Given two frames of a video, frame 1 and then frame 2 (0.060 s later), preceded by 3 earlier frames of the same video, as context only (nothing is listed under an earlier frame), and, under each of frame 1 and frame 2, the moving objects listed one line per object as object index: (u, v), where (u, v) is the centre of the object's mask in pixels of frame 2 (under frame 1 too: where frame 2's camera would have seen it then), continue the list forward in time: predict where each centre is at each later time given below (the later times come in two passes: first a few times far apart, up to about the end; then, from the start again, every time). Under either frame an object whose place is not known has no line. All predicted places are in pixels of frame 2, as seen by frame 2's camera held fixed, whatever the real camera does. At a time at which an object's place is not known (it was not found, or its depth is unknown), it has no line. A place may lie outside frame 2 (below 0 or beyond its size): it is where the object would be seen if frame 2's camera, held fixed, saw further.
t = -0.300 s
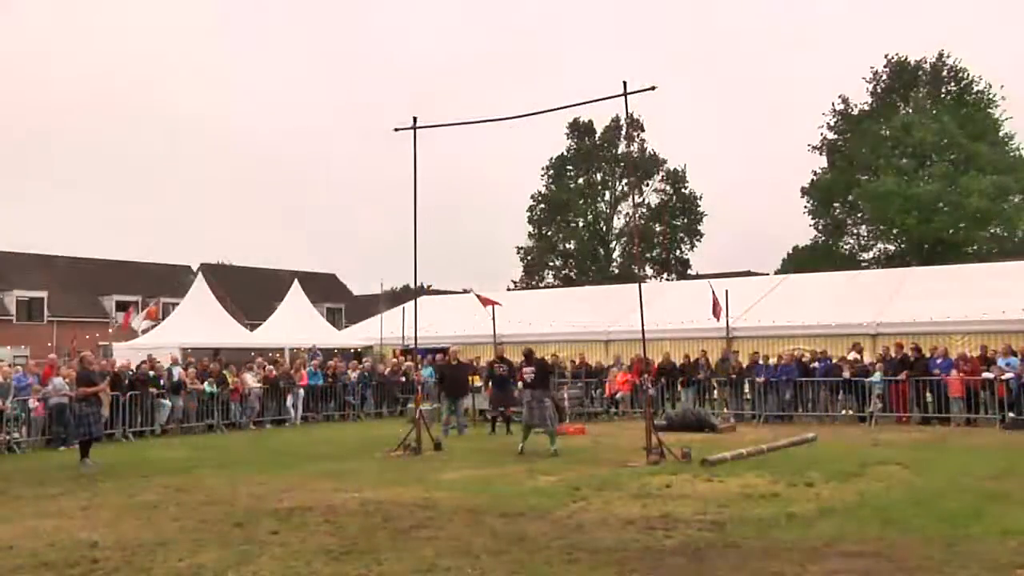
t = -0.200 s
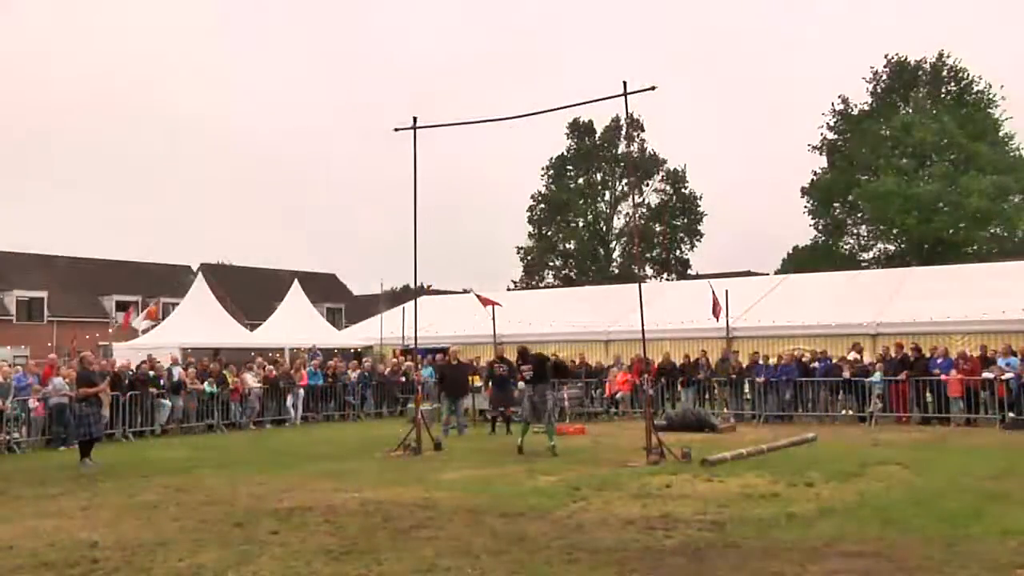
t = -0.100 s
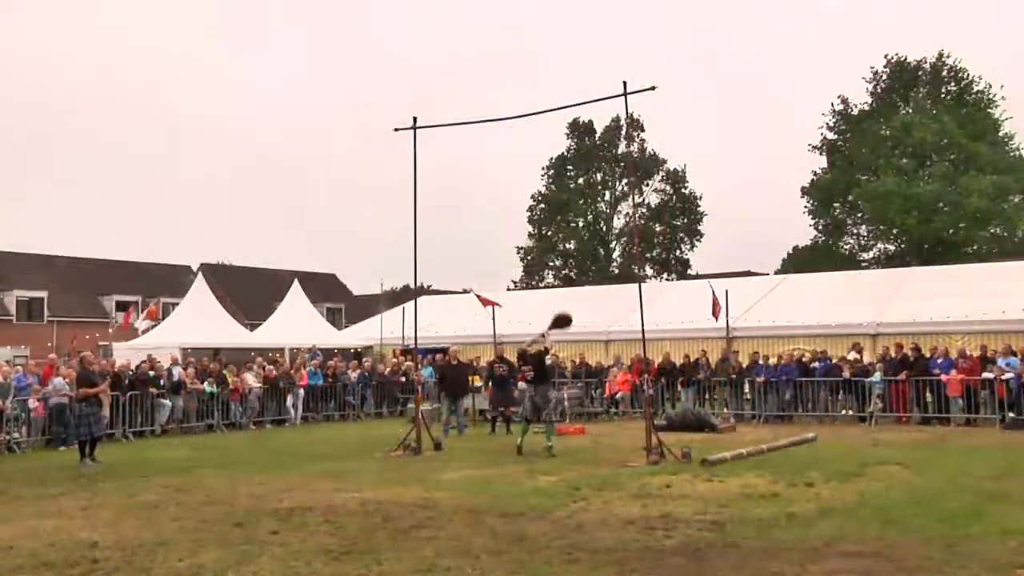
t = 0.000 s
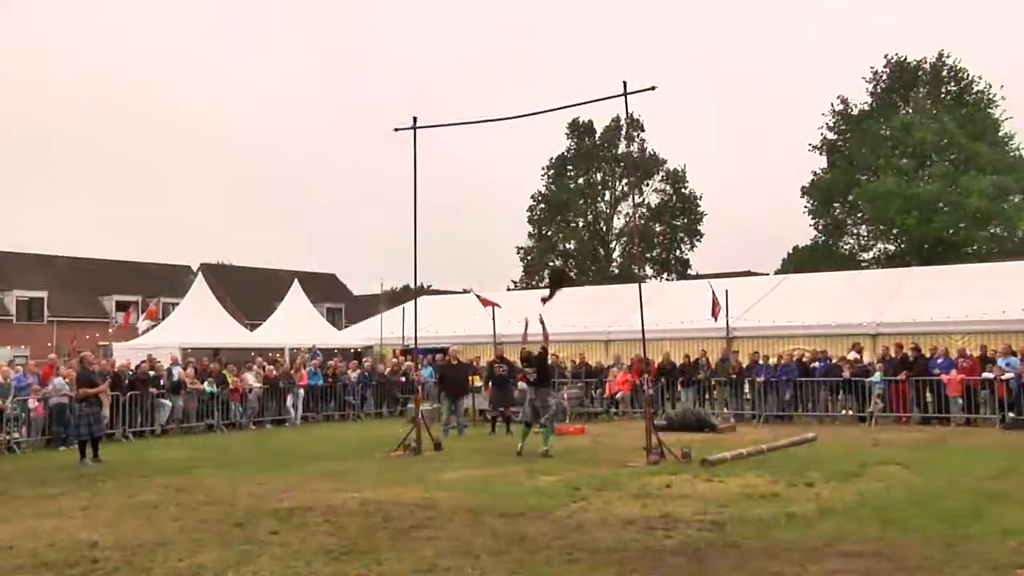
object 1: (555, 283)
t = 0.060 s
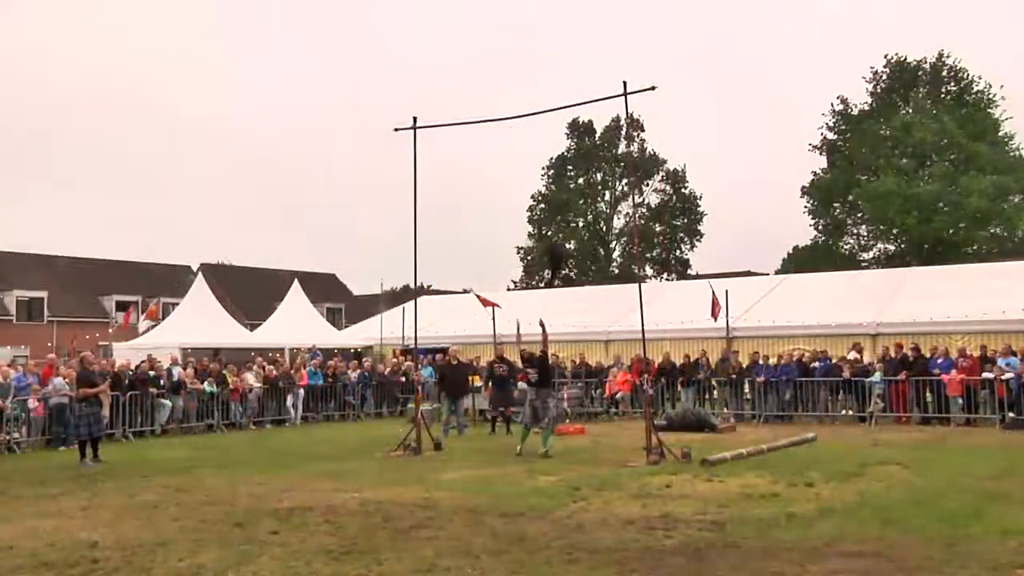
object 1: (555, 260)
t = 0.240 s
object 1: (554, 197)
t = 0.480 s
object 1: (544, 129)
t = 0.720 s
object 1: (536, 97)
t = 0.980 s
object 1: (527, 98)
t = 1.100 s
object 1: (519, 109)
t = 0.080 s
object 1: (555, 254)
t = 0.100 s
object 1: (555, 248)
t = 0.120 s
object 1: (555, 240)
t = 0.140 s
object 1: (555, 231)
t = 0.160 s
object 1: (555, 224)
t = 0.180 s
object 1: (555, 218)
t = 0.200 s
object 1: (555, 210)
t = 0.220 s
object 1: (554, 204)
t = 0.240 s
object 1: (554, 197)
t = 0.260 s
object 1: (553, 189)
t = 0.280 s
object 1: (553, 183)
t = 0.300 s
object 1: (552, 175)
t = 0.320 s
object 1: (550, 169)
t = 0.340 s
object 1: (550, 163)
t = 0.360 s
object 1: (550, 158)
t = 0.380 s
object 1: (550, 153)
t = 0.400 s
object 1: (547, 147)
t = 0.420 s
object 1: (547, 142)
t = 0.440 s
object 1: (546, 138)
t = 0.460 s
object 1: (545, 133)
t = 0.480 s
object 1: (544, 129)
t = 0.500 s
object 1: (544, 125)
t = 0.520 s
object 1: (543, 122)
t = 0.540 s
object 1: (542, 118)
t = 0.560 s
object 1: (542, 115)
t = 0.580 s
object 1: (541, 112)
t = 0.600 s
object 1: (540, 109)
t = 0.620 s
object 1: (540, 106)
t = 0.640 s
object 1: (539, 103)
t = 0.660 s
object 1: (538, 101)
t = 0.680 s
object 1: (537, 100)
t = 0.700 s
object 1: (537, 98)
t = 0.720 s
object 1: (536, 97)
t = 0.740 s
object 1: (535, 95)
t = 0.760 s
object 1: (535, 94)
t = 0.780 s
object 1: (534, 94)
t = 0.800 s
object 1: (533, 93)
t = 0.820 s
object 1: (533, 93)
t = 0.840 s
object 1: (532, 93)
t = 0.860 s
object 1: (531, 93)
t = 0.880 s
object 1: (531, 93)
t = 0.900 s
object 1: (530, 93)
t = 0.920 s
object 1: (529, 94)
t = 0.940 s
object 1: (528, 95)
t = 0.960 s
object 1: (527, 97)
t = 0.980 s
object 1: (527, 98)
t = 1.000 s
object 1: (526, 99)
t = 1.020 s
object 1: (525, 101)
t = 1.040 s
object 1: (523, 103)
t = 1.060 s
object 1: (522, 104)
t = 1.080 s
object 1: (521, 107)
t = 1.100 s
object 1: (519, 109)
